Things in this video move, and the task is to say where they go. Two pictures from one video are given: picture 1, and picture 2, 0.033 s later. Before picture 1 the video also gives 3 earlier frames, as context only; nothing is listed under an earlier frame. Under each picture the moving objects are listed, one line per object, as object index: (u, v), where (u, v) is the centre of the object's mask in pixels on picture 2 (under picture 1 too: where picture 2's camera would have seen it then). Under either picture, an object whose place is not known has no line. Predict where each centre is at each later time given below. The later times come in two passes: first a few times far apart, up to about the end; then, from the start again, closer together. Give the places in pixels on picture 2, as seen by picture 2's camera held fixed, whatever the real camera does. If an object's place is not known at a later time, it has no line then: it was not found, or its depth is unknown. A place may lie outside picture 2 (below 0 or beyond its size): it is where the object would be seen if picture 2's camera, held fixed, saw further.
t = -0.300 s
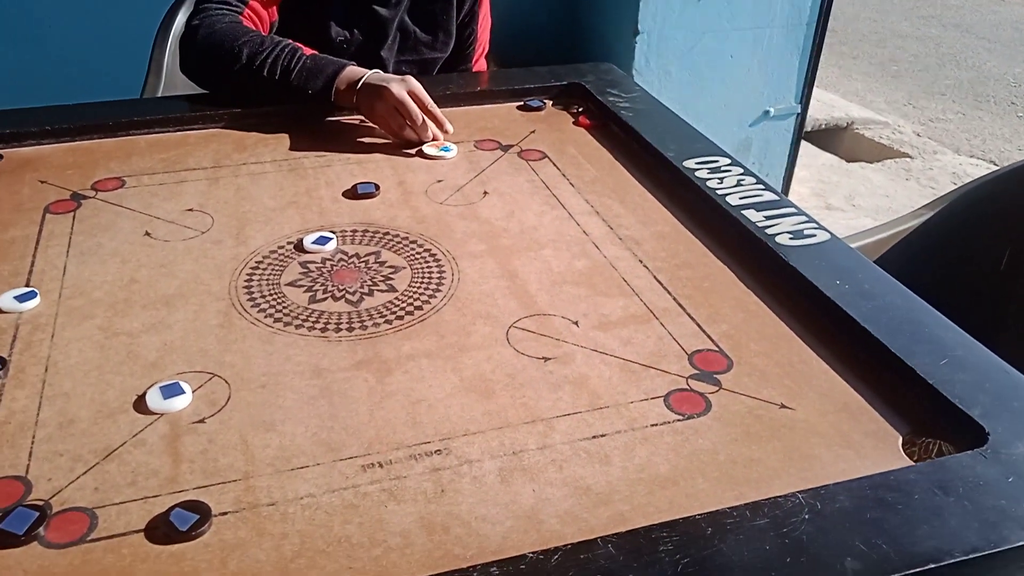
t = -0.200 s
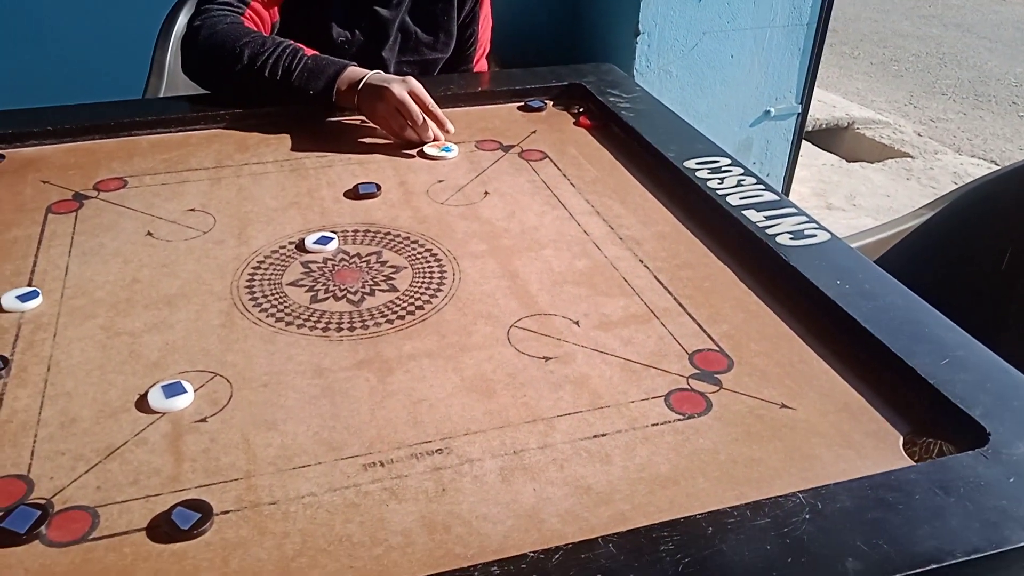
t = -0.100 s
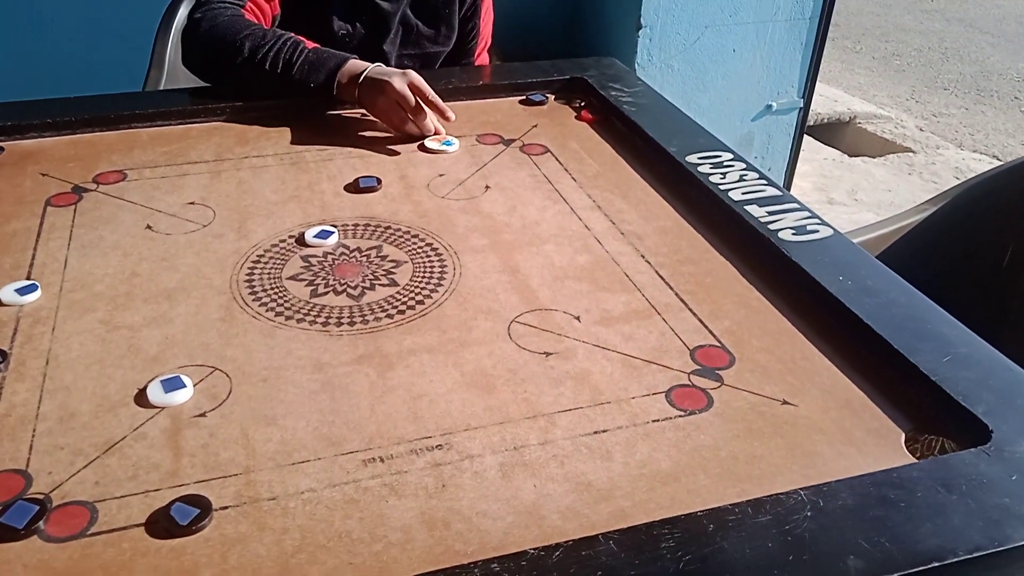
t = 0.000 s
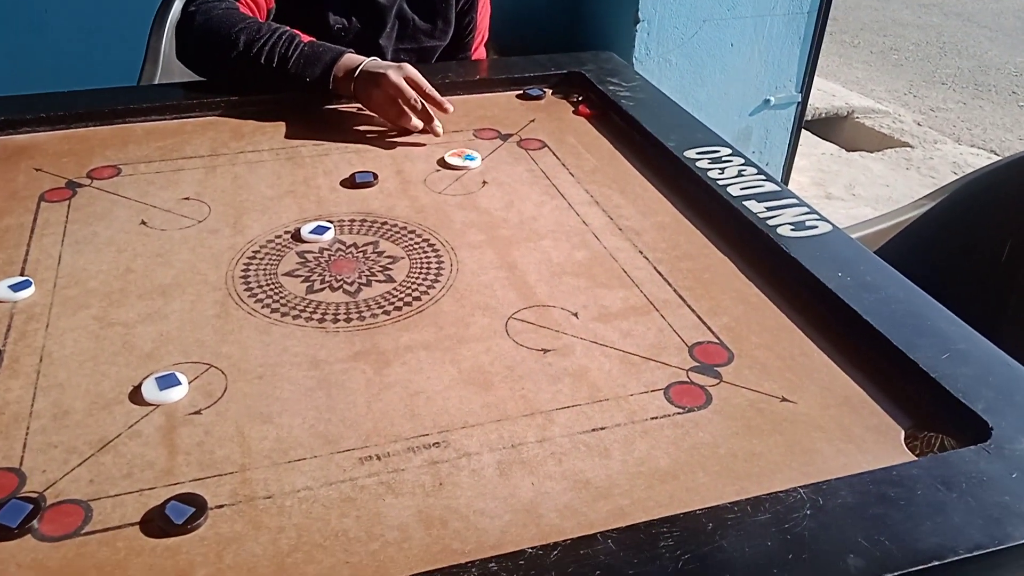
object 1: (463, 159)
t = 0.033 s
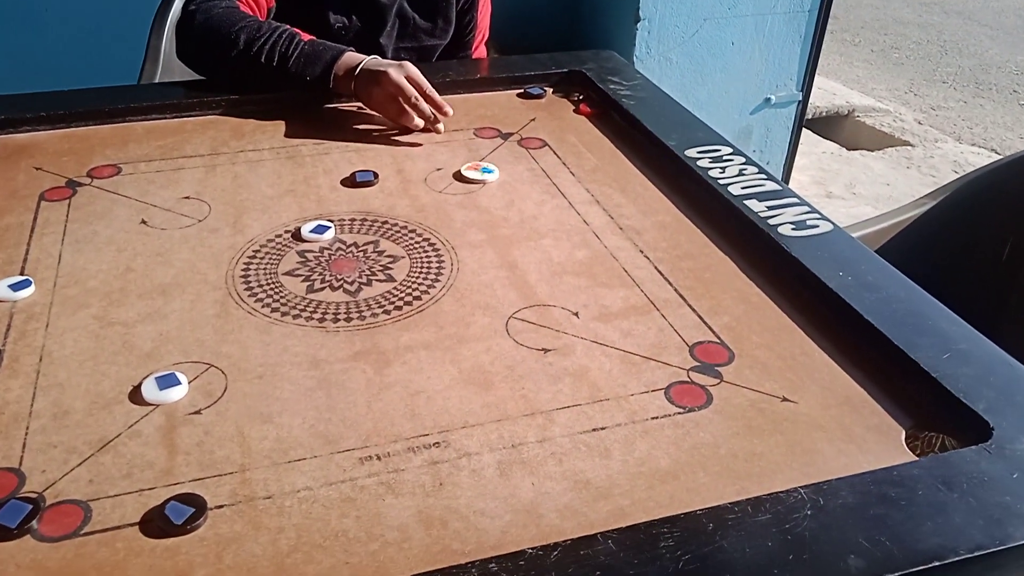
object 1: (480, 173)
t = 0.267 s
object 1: (621, 292)
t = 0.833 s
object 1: (701, 292)
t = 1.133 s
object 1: (625, 198)
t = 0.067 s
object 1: (498, 187)
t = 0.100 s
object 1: (515, 203)
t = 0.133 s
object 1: (534, 219)
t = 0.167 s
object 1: (554, 236)
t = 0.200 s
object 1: (575, 254)
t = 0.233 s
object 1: (597, 273)
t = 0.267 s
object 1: (621, 292)
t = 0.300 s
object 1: (646, 313)
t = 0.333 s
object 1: (673, 335)
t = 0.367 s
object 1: (701, 359)
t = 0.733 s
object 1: (734, 336)
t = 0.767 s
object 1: (722, 320)
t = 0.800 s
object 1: (711, 306)
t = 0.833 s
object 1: (701, 292)
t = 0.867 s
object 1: (691, 280)
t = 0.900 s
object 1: (681, 267)
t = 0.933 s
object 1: (672, 256)
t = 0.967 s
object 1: (663, 244)
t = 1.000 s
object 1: (655, 234)
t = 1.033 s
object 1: (647, 224)
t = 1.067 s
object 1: (639, 215)
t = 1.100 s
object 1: (632, 207)
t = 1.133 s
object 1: (625, 198)
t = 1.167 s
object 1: (618, 190)
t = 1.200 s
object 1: (612, 183)
